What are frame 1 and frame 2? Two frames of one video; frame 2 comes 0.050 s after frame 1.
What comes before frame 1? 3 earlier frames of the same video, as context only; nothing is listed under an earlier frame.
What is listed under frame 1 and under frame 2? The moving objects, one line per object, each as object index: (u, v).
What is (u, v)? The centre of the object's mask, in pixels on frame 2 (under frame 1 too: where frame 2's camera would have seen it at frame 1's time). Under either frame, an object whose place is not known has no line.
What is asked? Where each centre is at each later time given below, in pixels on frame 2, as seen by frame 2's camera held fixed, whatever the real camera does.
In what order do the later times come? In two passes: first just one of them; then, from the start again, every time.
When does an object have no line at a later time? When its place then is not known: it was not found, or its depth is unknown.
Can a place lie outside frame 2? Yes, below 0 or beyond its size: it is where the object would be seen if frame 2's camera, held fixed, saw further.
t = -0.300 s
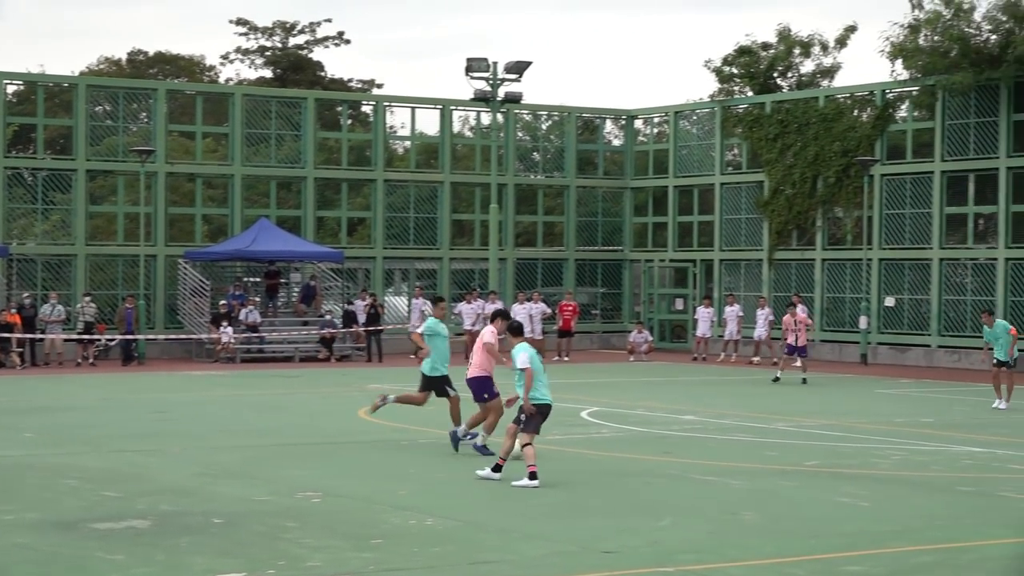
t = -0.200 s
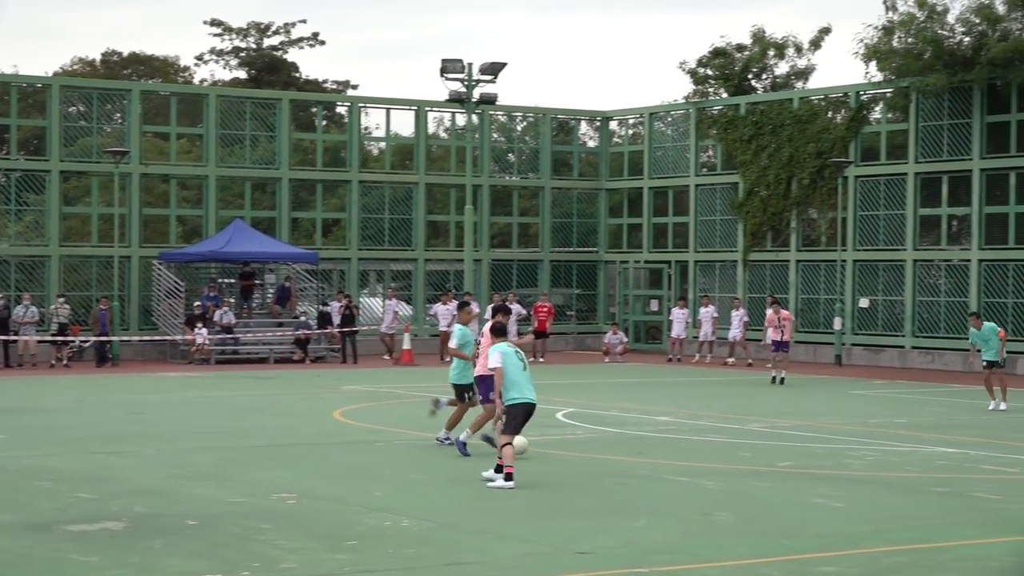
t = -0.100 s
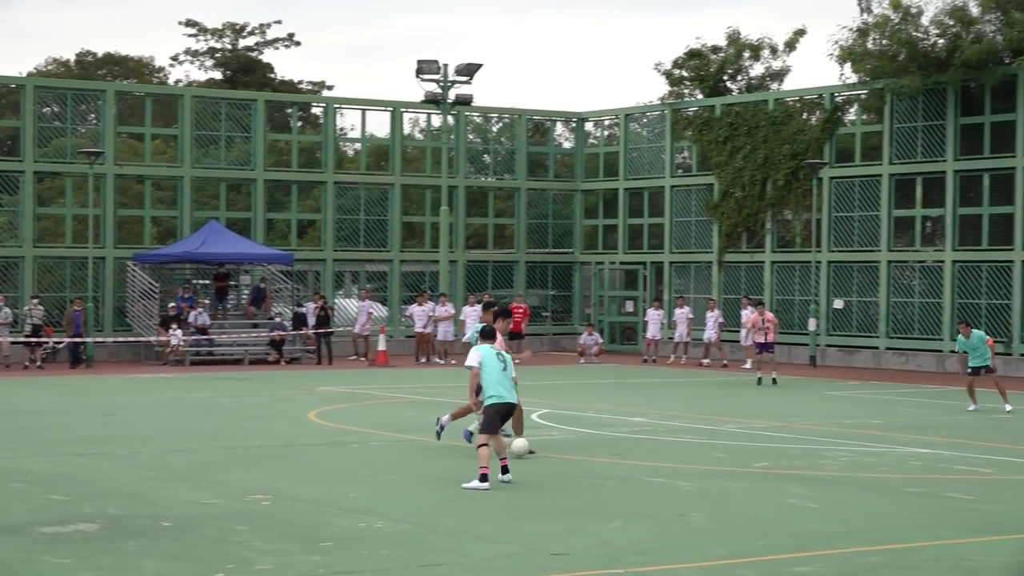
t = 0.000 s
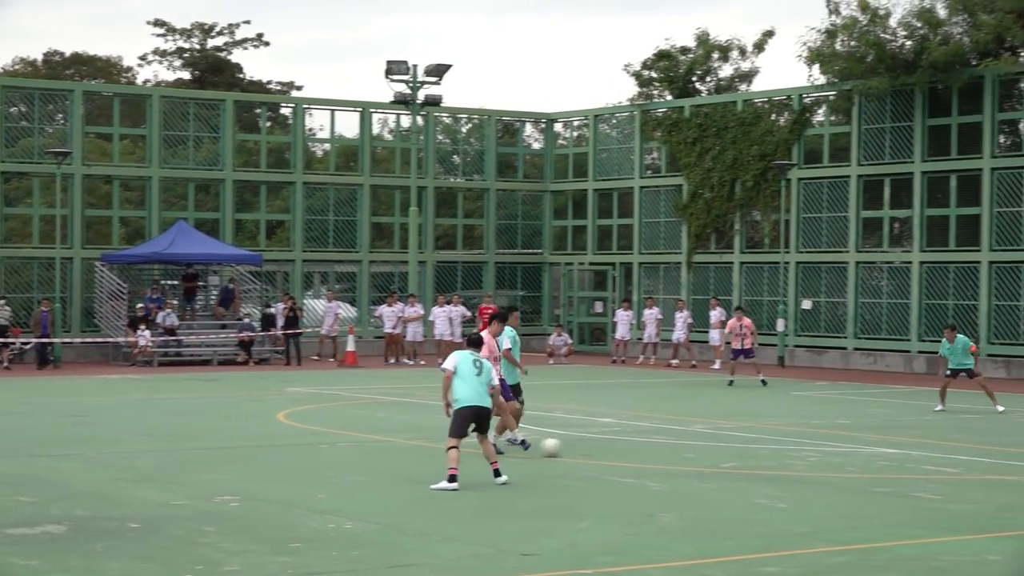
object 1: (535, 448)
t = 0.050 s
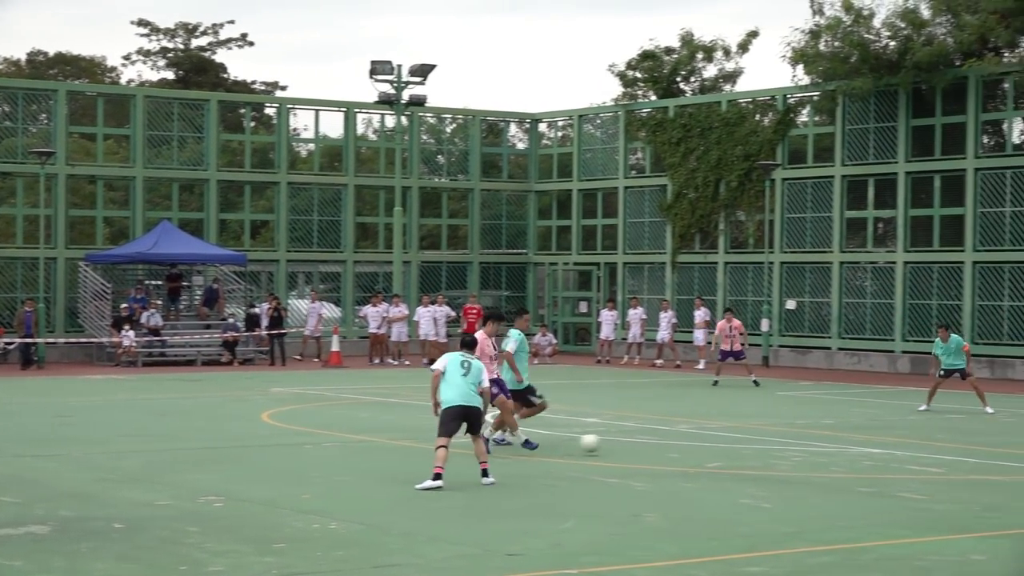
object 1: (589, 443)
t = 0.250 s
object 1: (777, 437)
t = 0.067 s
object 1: (607, 442)
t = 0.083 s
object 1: (624, 441)
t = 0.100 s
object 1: (641, 440)
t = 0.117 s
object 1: (658, 440)
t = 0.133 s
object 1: (674, 440)
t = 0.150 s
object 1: (691, 440)
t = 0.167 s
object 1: (707, 441)
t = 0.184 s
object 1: (723, 442)
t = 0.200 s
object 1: (737, 441)
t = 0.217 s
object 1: (751, 439)
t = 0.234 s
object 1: (764, 438)
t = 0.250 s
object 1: (777, 437)
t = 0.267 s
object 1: (790, 436)
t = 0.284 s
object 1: (802, 435)
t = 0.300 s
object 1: (815, 435)
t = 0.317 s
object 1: (827, 435)
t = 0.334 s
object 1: (840, 435)
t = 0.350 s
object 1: (852, 436)
